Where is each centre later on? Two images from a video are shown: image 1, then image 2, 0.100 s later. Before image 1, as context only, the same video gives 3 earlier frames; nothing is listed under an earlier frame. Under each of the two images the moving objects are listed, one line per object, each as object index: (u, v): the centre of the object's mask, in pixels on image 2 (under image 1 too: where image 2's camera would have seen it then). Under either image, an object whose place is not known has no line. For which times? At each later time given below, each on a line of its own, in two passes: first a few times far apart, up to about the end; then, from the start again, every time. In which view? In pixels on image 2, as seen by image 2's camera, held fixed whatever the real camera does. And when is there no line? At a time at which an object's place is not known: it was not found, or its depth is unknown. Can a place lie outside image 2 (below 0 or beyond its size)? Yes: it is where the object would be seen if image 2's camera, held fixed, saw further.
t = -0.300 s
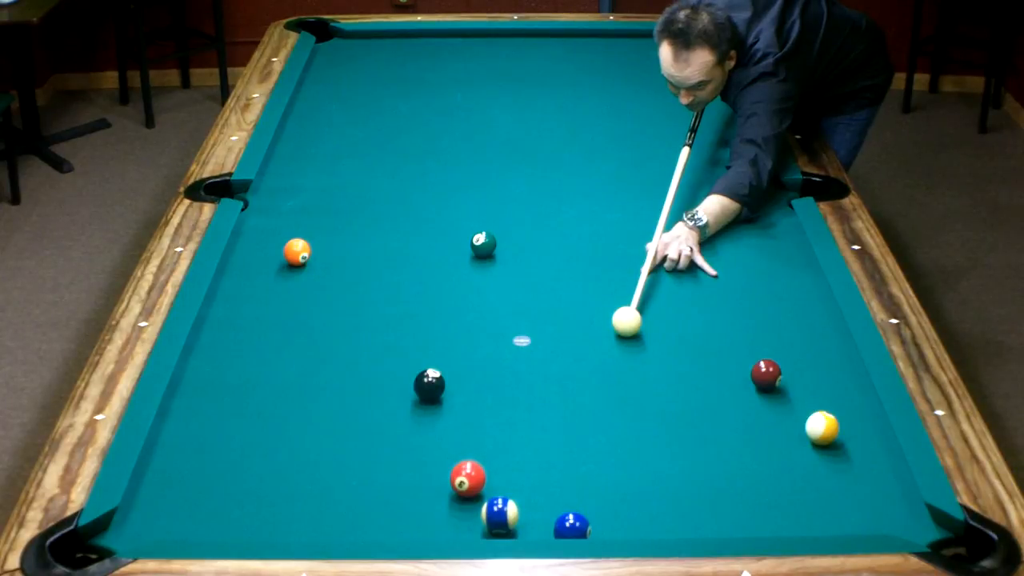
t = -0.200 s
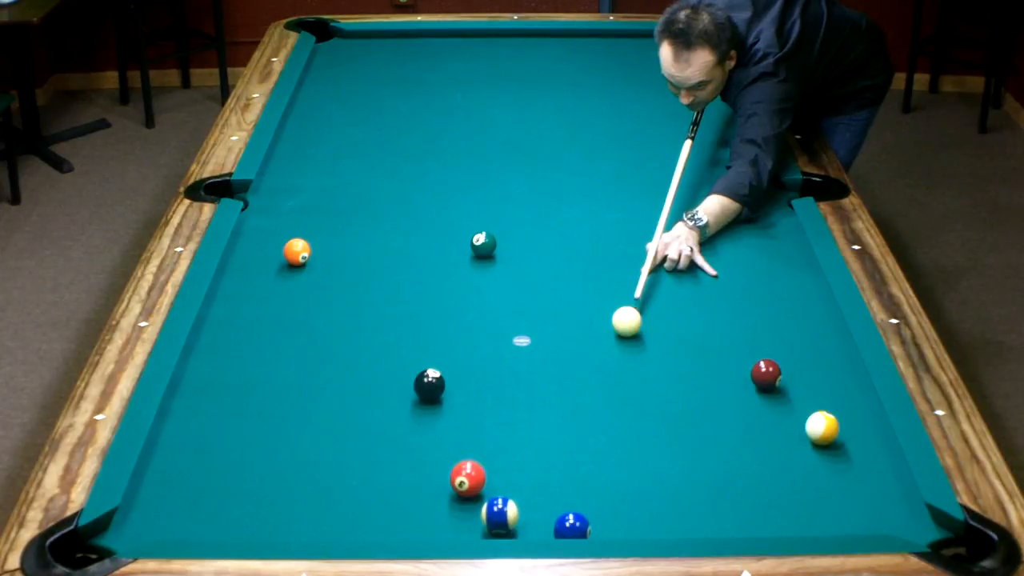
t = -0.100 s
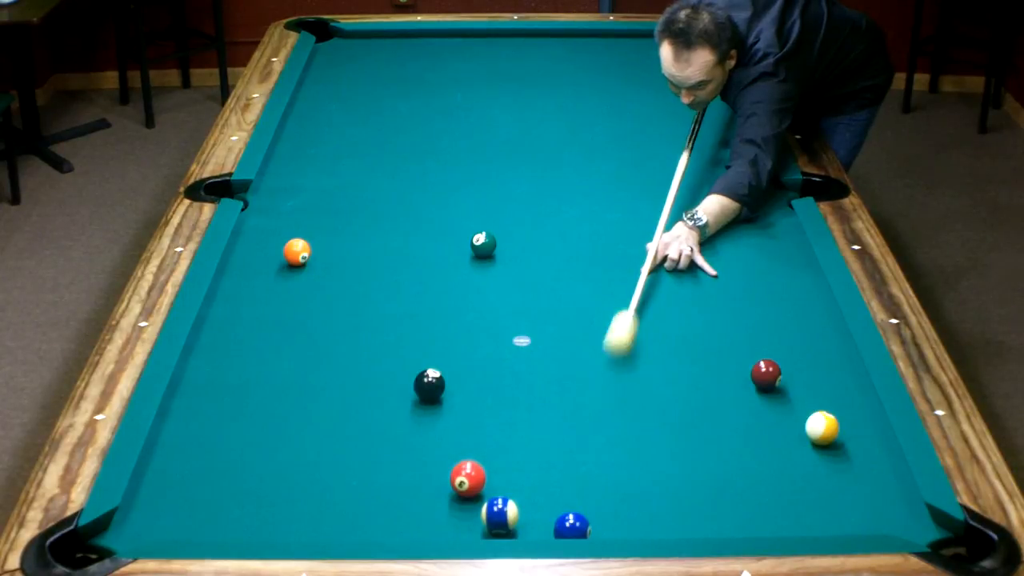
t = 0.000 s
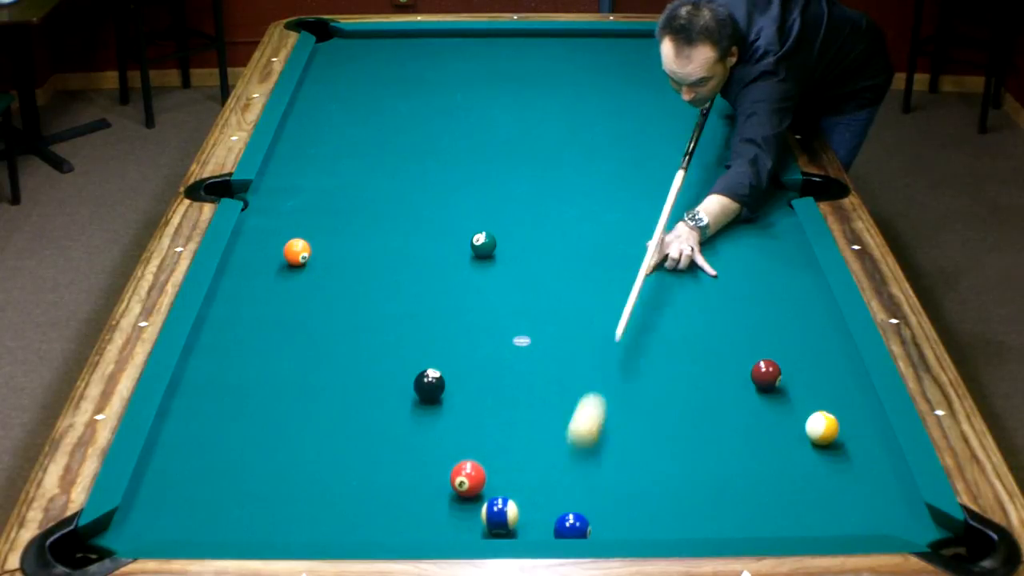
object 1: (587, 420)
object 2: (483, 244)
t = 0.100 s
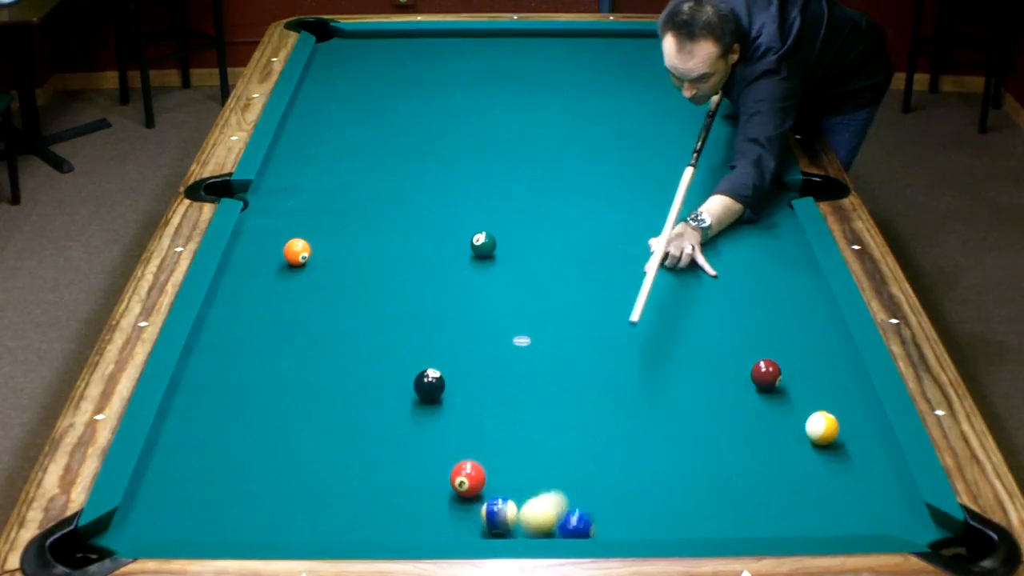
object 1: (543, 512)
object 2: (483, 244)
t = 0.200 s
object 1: (534, 522)
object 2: (483, 244)
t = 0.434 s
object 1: (529, 489)
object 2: (483, 245)
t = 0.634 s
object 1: (526, 461)
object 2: (483, 245)
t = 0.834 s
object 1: (523, 436)
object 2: (483, 245)
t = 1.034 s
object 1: (520, 413)
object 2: (483, 245)
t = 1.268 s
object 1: (517, 389)
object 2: (483, 245)
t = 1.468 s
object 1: (515, 371)
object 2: (483, 245)
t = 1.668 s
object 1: (514, 354)
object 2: (483, 245)
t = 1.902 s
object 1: (513, 336)
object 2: (483, 245)
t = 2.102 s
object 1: (511, 323)
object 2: (483, 244)
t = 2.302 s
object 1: (507, 310)
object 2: (483, 245)
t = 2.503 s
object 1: (504, 299)
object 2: (483, 244)
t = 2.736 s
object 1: (501, 287)
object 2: (483, 244)
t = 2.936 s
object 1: (498, 278)
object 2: (483, 244)
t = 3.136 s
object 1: (496, 270)
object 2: (483, 244)
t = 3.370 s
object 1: (494, 262)
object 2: (482, 242)
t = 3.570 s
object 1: (492, 255)
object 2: (480, 241)
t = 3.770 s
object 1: (493, 254)
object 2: (479, 238)
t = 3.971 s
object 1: (493, 253)
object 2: (478, 237)
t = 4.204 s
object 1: (493, 253)
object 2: (478, 235)
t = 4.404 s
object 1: (493, 253)
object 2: (478, 234)
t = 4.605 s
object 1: (493, 253)
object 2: (478, 234)
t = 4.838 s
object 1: (493, 253)
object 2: (478, 234)
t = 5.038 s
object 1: (493, 253)
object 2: (478, 234)
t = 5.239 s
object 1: (493, 253)
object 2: (478, 234)
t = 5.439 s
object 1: (493, 253)
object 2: (478, 234)
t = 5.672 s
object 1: (493, 253)
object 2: (478, 234)
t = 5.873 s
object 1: (493, 253)
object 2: (478, 234)
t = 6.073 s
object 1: (493, 253)
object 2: (478, 234)
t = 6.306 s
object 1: (493, 253)
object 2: (478, 234)
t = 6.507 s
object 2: (478, 234)
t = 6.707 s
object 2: (478, 234)
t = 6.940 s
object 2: (478, 234)
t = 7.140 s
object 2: (478, 234)
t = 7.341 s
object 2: (478, 234)
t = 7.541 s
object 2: (478, 234)
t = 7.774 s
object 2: (477, 234)
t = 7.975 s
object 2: (478, 234)
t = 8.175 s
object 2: (478, 234)
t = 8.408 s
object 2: (478, 234)
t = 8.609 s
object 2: (478, 234)
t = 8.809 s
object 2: (478, 234)
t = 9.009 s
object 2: (478, 234)
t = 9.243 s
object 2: (478, 234)
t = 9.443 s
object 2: (478, 234)
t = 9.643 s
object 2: (477, 234)
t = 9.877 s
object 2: (477, 234)
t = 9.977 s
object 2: (477, 234)
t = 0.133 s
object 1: (535, 522)
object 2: (483, 244)
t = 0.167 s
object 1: (534, 526)
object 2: (483, 244)
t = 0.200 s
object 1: (534, 522)
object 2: (483, 244)
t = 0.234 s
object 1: (533, 519)
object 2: (483, 244)
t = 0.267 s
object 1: (532, 514)
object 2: (483, 244)
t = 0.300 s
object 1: (532, 509)
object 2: (483, 244)
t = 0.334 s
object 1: (531, 504)
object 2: (483, 244)
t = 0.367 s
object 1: (530, 498)
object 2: (483, 244)
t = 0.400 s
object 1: (530, 494)
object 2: (483, 245)
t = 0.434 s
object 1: (529, 489)
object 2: (483, 245)
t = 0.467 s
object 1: (529, 484)
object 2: (483, 245)
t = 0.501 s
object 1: (528, 479)
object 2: (483, 245)
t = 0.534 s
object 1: (528, 475)
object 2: (483, 245)
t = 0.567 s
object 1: (527, 470)
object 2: (483, 245)
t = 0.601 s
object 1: (526, 466)
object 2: (483, 244)
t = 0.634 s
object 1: (526, 461)
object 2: (483, 245)
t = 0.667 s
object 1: (525, 457)
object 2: (483, 245)
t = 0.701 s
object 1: (525, 452)
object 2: (483, 245)
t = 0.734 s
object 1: (524, 448)
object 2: (483, 244)
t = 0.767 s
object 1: (524, 444)
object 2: (483, 245)
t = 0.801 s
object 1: (523, 440)
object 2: (483, 245)
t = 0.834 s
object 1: (523, 436)
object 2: (483, 245)
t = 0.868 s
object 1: (522, 432)
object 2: (483, 245)
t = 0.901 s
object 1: (522, 429)
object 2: (483, 245)
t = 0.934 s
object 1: (521, 425)
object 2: (483, 245)
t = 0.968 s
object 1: (521, 421)
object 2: (483, 245)
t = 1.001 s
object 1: (520, 417)
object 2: (483, 245)
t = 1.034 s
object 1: (520, 413)
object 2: (483, 245)
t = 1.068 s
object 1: (519, 410)
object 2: (483, 245)
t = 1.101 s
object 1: (519, 406)
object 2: (483, 245)
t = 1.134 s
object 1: (519, 403)
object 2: (483, 245)
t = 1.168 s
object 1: (518, 399)
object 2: (483, 245)
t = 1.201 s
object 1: (518, 396)
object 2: (483, 245)
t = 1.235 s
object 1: (518, 393)
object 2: (483, 244)
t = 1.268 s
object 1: (517, 389)
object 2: (483, 245)
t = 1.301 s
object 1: (517, 386)
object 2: (483, 245)
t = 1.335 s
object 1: (517, 383)
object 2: (483, 245)
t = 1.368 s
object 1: (516, 380)
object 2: (483, 245)
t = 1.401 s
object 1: (516, 377)
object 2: (483, 245)
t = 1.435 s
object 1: (516, 374)
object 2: (483, 245)
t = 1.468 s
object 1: (515, 371)
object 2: (483, 245)
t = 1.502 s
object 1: (515, 368)
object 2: (483, 245)
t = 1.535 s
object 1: (515, 365)
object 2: (483, 245)
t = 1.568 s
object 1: (514, 362)
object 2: (483, 245)
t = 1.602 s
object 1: (514, 360)
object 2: (483, 245)
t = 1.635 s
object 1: (514, 357)
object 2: (483, 245)
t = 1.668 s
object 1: (514, 354)
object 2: (483, 245)
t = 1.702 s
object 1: (514, 351)
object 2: (483, 245)
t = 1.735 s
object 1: (514, 348)
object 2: (483, 245)
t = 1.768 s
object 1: (513, 346)
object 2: (483, 245)
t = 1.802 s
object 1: (513, 343)
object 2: (483, 245)
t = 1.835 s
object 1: (513, 341)
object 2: (483, 245)
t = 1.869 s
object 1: (513, 339)
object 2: (483, 245)
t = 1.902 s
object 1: (513, 336)
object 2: (483, 245)
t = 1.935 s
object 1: (513, 334)
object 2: (483, 244)
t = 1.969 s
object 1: (512, 331)
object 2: (483, 244)
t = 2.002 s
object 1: (512, 329)
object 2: (483, 244)
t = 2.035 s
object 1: (512, 327)
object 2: (483, 244)
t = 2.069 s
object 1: (511, 325)
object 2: (483, 244)
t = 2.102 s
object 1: (511, 323)
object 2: (483, 244)
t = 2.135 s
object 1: (510, 320)
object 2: (483, 244)
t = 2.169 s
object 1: (510, 318)
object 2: (483, 245)
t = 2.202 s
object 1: (509, 316)
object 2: (483, 245)
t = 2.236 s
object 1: (508, 314)
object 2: (483, 244)
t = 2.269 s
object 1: (508, 312)
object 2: (483, 244)
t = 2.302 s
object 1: (507, 310)
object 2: (483, 245)
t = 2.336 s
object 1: (507, 308)
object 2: (483, 244)
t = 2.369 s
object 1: (506, 306)
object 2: (483, 244)
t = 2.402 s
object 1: (506, 304)
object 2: (483, 244)
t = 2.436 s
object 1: (505, 303)
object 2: (483, 244)
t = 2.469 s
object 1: (505, 301)
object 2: (483, 245)
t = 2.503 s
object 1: (504, 299)
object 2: (483, 244)
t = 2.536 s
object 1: (504, 297)
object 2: (483, 244)
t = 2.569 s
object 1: (503, 295)
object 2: (483, 245)
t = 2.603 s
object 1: (503, 294)
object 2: (483, 244)
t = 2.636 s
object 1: (502, 292)
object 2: (483, 245)
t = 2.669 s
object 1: (502, 290)
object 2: (483, 245)
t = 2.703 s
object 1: (501, 289)
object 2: (483, 245)
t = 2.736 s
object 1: (501, 287)
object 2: (483, 244)
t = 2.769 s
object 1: (500, 286)
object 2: (483, 244)
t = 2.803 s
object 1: (500, 284)
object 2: (483, 244)
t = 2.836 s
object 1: (499, 282)
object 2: (483, 245)
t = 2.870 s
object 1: (499, 281)
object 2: (483, 245)
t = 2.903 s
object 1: (499, 280)
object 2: (483, 245)
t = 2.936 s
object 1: (498, 278)
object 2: (483, 244)
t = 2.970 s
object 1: (498, 277)
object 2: (483, 244)
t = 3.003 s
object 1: (497, 275)
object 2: (483, 245)
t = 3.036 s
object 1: (497, 274)
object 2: (483, 244)
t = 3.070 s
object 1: (497, 273)
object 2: (483, 245)
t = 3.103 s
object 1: (496, 271)
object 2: (483, 244)
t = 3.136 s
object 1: (496, 270)
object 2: (483, 244)
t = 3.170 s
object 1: (496, 269)
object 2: (483, 244)
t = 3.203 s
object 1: (495, 267)
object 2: (483, 244)
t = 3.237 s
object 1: (495, 266)
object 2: (483, 244)
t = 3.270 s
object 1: (495, 265)
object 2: (482, 243)
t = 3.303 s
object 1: (494, 264)
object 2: (482, 243)
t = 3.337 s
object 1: (494, 263)
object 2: (482, 243)
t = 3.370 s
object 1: (494, 262)
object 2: (482, 242)
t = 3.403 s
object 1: (493, 260)
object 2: (482, 242)
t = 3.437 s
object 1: (493, 259)
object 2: (481, 242)
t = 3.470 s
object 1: (493, 258)
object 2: (481, 241)
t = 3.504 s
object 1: (493, 257)
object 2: (481, 241)
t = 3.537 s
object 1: (492, 256)
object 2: (480, 241)
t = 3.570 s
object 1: (492, 255)
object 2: (480, 241)
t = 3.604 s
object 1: (492, 255)
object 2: (480, 240)
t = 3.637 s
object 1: (492, 254)
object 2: (480, 240)
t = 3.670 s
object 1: (493, 254)
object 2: (480, 239)
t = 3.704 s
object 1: (493, 254)
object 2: (479, 239)
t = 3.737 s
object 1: (493, 254)
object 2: (479, 239)
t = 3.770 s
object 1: (493, 254)
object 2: (479, 238)
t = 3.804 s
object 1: (493, 254)
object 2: (479, 238)
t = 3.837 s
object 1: (493, 253)
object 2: (479, 238)
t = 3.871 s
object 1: (493, 253)
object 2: (478, 238)
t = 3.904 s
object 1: (493, 253)
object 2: (478, 237)
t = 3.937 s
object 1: (493, 253)
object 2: (478, 237)
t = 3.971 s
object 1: (493, 253)
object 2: (478, 237)
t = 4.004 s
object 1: (493, 253)
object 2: (478, 236)
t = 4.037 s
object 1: (493, 253)
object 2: (478, 236)
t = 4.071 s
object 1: (493, 253)
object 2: (478, 236)
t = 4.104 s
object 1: (493, 253)
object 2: (478, 236)
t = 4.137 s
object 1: (493, 253)
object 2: (478, 236)
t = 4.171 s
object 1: (493, 253)
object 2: (478, 235)
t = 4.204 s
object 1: (493, 253)
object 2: (478, 235)
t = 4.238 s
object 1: (493, 253)
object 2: (478, 235)
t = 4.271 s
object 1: (493, 253)
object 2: (478, 235)
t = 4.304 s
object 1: (493, 253)
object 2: (478, 235)
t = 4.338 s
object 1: (493, 253)
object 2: (478, 235)
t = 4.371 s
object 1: (493, 253)
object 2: (478, 235)
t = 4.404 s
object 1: (493, 253)
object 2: (478, 234)
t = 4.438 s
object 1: (493, 253)
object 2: (478, 234)
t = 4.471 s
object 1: (493, 253)
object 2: (478, 234)
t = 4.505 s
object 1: (493, 253)
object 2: (478, 234)
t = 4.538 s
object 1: (493, 253)
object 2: (478, 234)
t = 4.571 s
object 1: (493, 253)
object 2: (478, 234)
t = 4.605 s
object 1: (493, 253)
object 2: (478, 234)
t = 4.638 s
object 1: (493, 253)
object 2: (478, 234)
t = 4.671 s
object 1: (493, 253)
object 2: (478, 234)
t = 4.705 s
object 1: (493, 253)
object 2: (478, 234)
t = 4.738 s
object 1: (493, 253)
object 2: (478, 234)
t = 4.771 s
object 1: (493, 253)
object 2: (478, 234)
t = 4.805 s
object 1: (493, 253)
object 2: (478, 234)
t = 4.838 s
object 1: (493, 253)
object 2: (478, 234)
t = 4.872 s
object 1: (493, 253)
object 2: (478, 234)
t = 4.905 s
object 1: (493, 253)
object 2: (478, 234)
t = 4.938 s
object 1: (493, 253)
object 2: (478, 234)
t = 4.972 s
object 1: (493, 253)
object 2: (478, 234)
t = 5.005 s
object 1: (493, 253)
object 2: (478, 234)
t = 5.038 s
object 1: (493, 253)
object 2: (478, 234)
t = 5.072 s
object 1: (493, 253)
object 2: (478, 234)
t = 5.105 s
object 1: (493, 253)
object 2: (478, 234)
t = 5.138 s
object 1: (493, 253)
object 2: (478, 234)
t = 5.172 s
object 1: (493, 253)
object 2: (478, 234)
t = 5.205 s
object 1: (493, 253)
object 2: (478, 234)
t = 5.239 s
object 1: (493, 253)
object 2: (478, 234)
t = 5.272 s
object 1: (493, 253)
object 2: (478, 234)
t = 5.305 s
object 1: (493, 253)
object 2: (478, 234)
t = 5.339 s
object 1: (493, 253)
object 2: (478, 234)
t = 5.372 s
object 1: (493, 253)
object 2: (478, 234)
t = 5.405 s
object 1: (493, 253)
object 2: (478, 234)
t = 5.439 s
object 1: (493, 253)
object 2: (478, 234)
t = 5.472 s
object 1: (493, 253)
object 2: (478, 234)
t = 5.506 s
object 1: (493, 253)
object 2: (478, 234)
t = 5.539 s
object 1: (493, 253)
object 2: (478, 234)
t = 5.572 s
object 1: (493, 253)
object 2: (478, 234)
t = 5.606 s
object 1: (493, 253)
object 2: (478, 234)
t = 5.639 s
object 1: (493, 253)
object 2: (478, 234)
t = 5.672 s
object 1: (493, 253)
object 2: (478, 234)
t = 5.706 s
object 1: (493, 253)
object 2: (478, 234)
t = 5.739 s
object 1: (493, 253)
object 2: (478, 234)
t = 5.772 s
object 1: (493, 253)
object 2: (478, 234)
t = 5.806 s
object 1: (493, 253)
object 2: (478, 234)
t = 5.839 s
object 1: (493, 253)
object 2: (478, 234)
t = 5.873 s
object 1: (493, 253)
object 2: (478, 234)
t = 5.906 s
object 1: (493, 253)
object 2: (478, 234)
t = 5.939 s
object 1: (493, 253)
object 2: (478, 234)
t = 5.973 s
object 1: (493, 253)
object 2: (478, 234)
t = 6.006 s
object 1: (493, 253)
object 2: (478, 234)
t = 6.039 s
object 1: (493, 253)
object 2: (478, 234)
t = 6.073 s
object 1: (493, 253)
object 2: (478, 234)
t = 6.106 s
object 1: (493, 253)
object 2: (478, 234)
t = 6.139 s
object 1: (493, 253)
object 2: (478, 234)
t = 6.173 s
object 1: (493, 253)
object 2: (478, 234)
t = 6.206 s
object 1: (493, 253)
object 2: (478, 234)
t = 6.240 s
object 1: (493, 253)
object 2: (478, 234)
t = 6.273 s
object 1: (493, 253)
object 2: (478, 234)
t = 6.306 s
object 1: (493, 253)
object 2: (478, 234)
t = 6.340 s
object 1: (493, 253)
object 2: (478, 234)
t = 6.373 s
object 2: (478, 234)
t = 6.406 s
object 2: (478, 234)
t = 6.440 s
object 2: (478, 234)
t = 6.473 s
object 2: (478, 234)
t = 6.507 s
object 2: (478, 234)
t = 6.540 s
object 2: (478, 234)
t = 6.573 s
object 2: (478, 234)
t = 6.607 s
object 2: (478, 234)
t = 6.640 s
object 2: (478, 234)
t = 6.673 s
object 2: (478, 234)
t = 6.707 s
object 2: (478, 234)
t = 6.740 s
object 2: (478, 234)
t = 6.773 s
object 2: (478, 234)
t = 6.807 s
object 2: (478, 234)
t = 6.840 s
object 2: (478, 234)
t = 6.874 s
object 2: (478, 234)
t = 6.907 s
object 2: (478, 234)
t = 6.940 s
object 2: (478, 234)
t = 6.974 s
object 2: (478, 234)
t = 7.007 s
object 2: (478, 234)
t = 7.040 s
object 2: (478, 234)
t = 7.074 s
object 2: (478, 234)
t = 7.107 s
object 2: (478, 234)
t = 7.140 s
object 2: (478, 234)
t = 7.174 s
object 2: (478, 234)
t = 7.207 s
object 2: (478, 234)
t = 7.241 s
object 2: (478, 234)
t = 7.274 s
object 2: (478, 234)
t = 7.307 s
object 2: (478, 234)
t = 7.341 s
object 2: (478, 234)
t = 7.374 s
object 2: (478, 234)
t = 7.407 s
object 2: (478, 234)
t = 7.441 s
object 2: (478, 235)
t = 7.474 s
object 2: (478, 234)
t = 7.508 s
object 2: (478, 235)
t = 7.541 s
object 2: (478, 234)
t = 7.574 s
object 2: (478, 234)
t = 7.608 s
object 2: (478, 234)
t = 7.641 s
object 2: (478, 234)
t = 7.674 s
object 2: (478, 234)
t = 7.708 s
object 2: (477, 235)
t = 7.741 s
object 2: (477, 235)
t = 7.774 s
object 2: (477, 234)
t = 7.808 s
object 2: (477, 234)
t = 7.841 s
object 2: (477, 234)
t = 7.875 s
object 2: (477, 234)
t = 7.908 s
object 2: (478, 234)
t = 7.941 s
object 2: (478, 234)
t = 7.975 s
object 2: (478, 234)
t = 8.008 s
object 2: (478, 234)
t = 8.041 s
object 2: (478, 234)
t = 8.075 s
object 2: (478, 234)
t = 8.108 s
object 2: (478, 234)
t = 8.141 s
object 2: (478, 234)
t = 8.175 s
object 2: (478, 234)
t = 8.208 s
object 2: (478, 234)
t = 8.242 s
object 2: (478, 234)
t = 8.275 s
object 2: (478, 234)
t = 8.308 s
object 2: (478, 234)
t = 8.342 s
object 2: (478, 234)
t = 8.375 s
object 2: (478, 234)
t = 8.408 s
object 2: (478, 234)
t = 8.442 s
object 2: (478, 234)
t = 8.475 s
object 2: (478, 234)
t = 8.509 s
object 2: (478, 234)
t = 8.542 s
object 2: (478, 234)
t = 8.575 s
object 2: (478, 234)
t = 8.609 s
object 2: (478, 234)
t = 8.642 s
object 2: (478, 234)
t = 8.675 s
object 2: (478, 234)
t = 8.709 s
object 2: (478, 234)
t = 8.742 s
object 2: (478, 234)
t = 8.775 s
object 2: (478, 234)
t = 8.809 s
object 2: (478, 234)
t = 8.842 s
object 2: (478, 234)
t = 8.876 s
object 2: (478, 234)
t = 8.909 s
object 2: (478, 235)
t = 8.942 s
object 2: (478, 235)
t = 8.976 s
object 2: (478, 234)
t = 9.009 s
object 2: (478, 234)
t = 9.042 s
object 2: (478, 234)
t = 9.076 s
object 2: (478, 234)
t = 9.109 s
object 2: (478, 234)
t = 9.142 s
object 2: (478, 234)
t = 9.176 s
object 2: (478, 234)
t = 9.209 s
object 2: (478, 234)
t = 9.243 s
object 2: (478, 234)
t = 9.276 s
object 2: (478, 234)
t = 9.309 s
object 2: (478, 234)
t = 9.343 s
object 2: (478, 234)
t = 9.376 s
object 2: (478, 234)
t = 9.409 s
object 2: (478, 234)
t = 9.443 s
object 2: (478, 234)
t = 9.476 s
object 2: (478, 235)
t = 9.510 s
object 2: (478, 234)
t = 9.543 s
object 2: (478, 235)
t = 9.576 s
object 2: (478, 234)
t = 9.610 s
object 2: (478, 235)
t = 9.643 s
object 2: (477, 234)
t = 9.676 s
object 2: (477, 234)
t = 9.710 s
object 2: (477, 234)
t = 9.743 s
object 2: (477, 234)
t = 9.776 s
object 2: (477, 234)
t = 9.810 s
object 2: (477, 234)
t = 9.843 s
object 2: (477, 234)
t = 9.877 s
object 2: (477, 234)
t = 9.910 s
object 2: (477, 234)
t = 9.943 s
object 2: (477, 234)
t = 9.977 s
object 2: (477, 234)
